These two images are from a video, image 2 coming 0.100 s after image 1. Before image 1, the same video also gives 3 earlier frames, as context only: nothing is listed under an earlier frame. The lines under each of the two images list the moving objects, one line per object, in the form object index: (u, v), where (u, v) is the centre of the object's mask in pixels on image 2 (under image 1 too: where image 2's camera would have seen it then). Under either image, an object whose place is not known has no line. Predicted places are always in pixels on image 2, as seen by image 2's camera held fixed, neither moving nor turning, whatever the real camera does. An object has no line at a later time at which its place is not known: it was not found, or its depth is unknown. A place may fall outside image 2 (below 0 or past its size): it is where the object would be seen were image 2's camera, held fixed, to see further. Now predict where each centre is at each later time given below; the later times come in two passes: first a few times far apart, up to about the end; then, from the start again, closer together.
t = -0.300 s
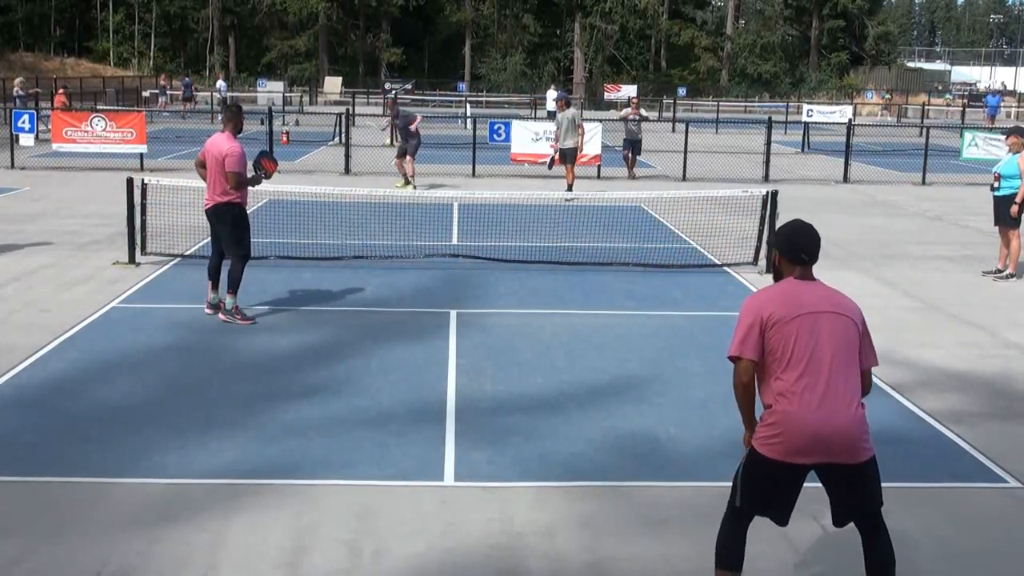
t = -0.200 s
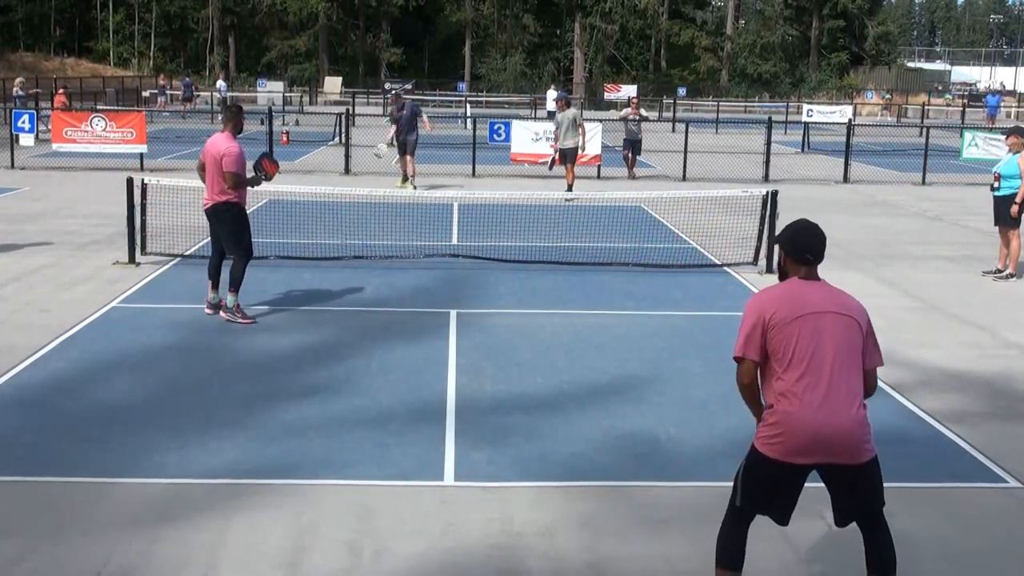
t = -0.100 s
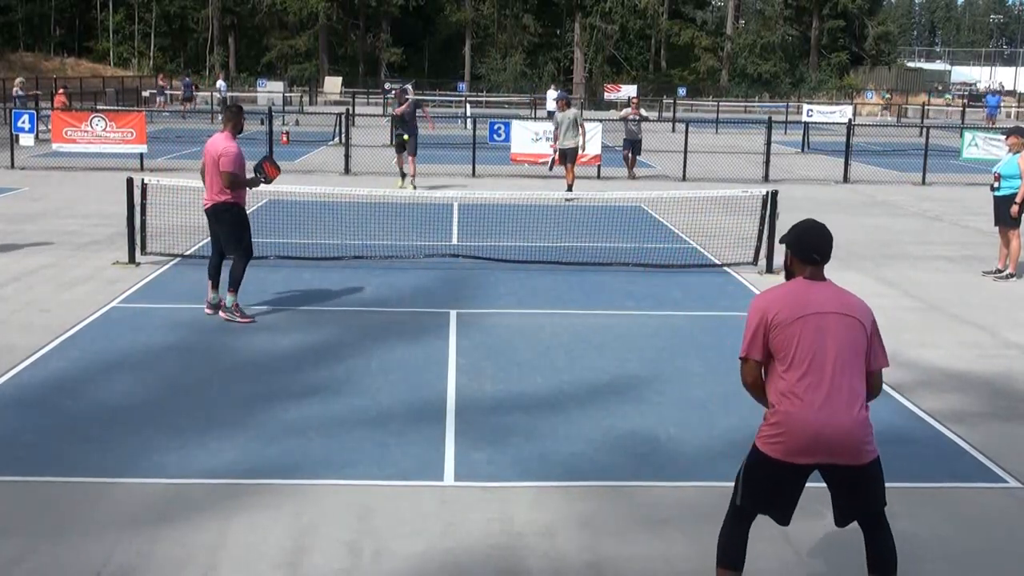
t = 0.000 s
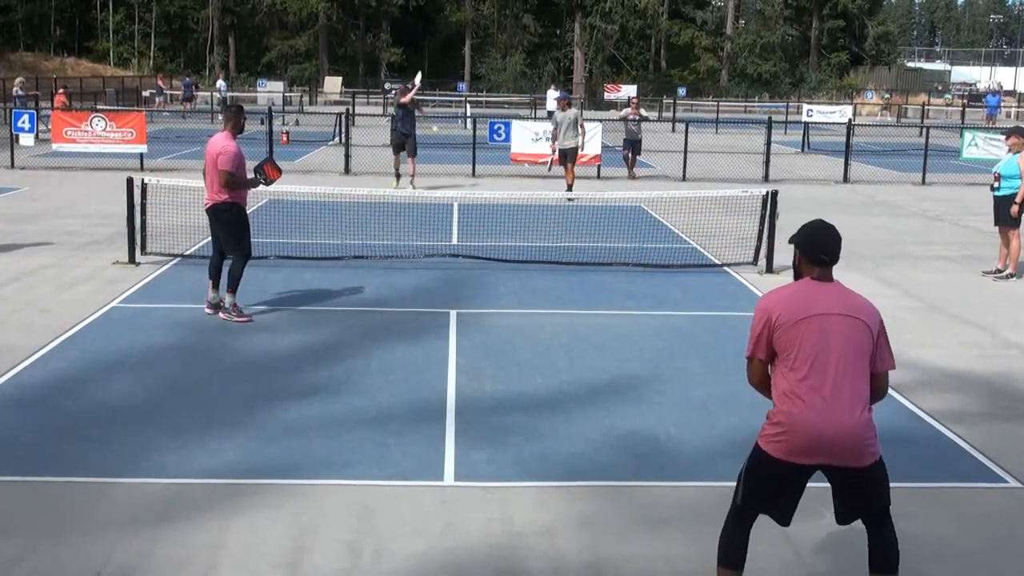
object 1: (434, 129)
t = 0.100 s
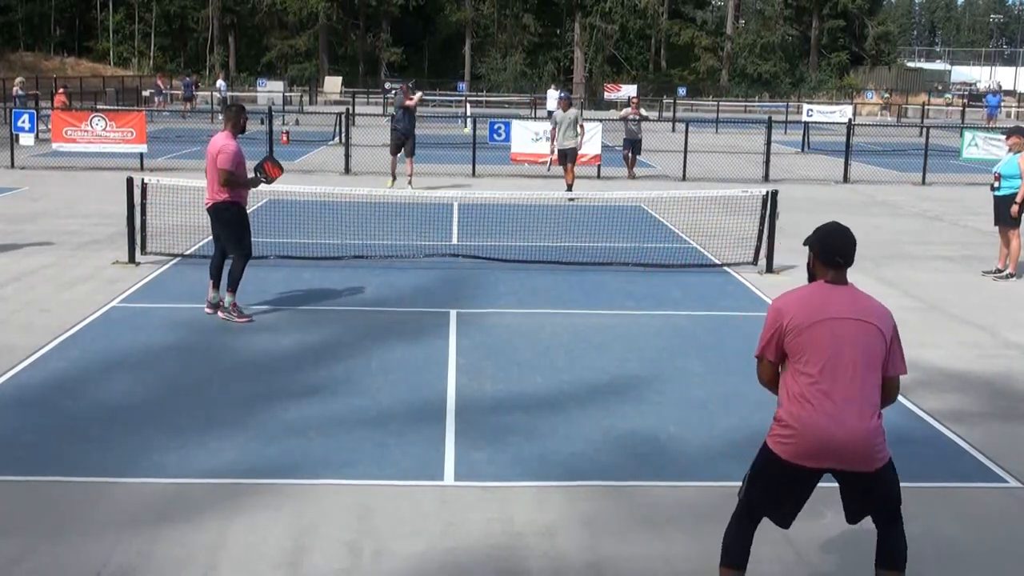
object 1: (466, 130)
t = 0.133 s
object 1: (477, 133)
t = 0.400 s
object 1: (582, 217)
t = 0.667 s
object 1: (710, 332)
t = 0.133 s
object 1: (477, 133)
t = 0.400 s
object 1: (582, 217)
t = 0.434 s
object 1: (597, 236)
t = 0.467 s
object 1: (613, 259)
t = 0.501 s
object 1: (630, 284)
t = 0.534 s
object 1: (647, 312)
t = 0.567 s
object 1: (665, 344)
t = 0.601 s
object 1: (680, 341)
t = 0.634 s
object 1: (695, 336)
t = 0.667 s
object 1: (710, 332)
